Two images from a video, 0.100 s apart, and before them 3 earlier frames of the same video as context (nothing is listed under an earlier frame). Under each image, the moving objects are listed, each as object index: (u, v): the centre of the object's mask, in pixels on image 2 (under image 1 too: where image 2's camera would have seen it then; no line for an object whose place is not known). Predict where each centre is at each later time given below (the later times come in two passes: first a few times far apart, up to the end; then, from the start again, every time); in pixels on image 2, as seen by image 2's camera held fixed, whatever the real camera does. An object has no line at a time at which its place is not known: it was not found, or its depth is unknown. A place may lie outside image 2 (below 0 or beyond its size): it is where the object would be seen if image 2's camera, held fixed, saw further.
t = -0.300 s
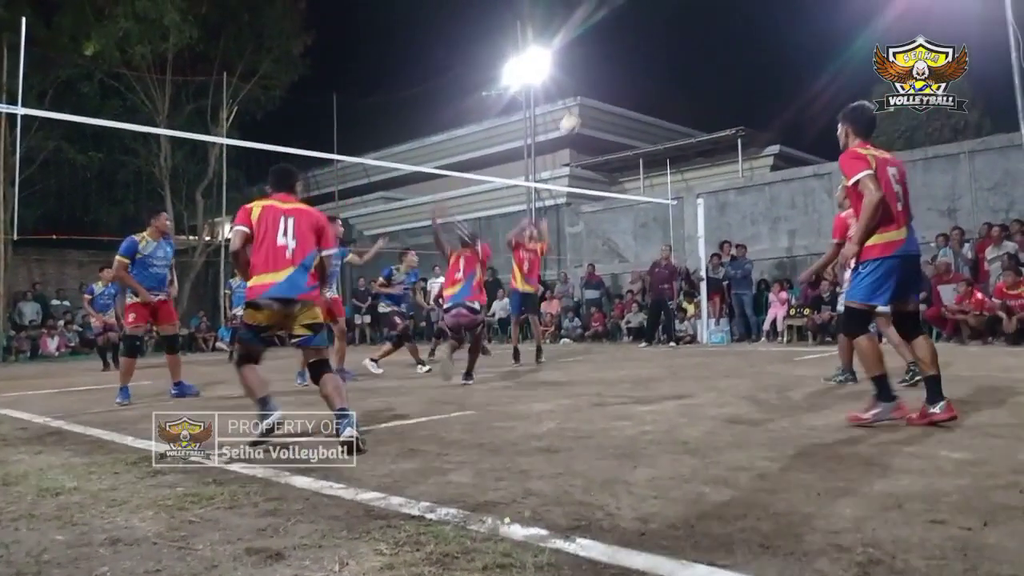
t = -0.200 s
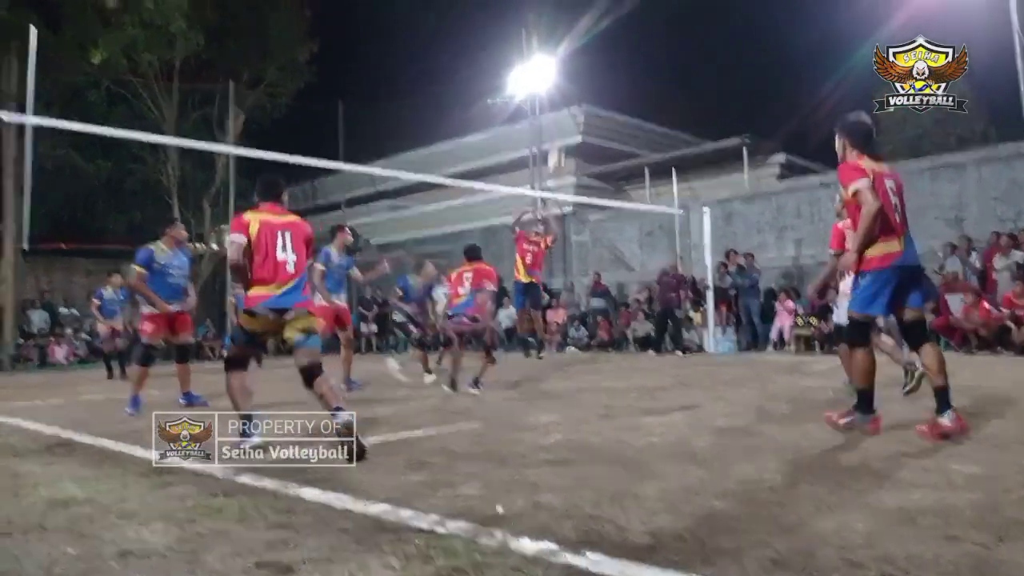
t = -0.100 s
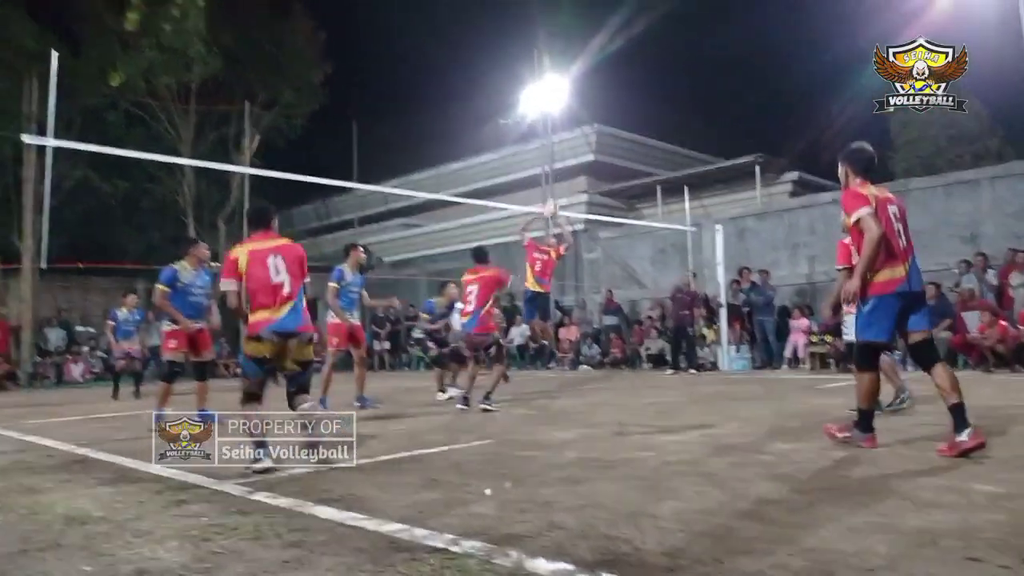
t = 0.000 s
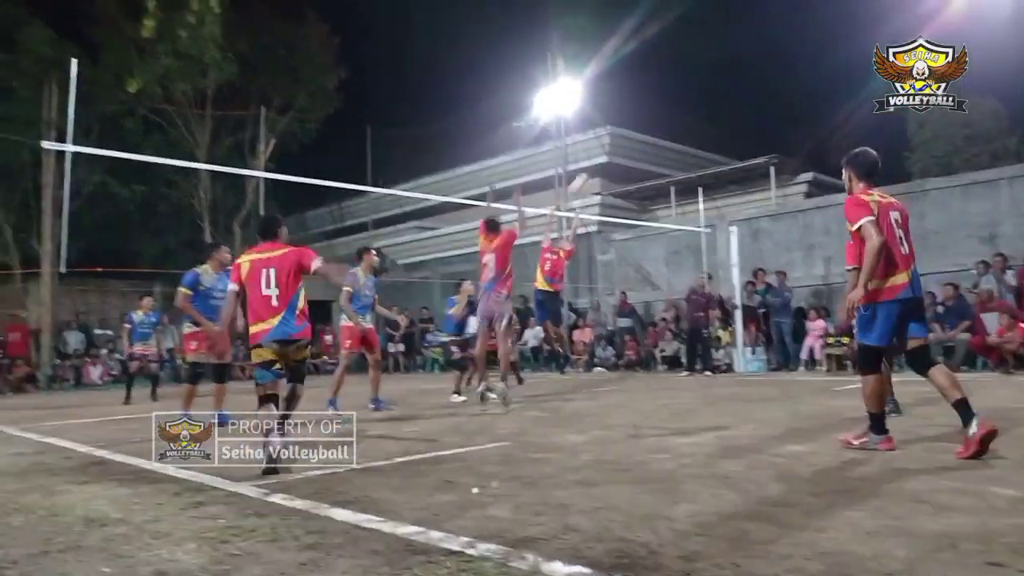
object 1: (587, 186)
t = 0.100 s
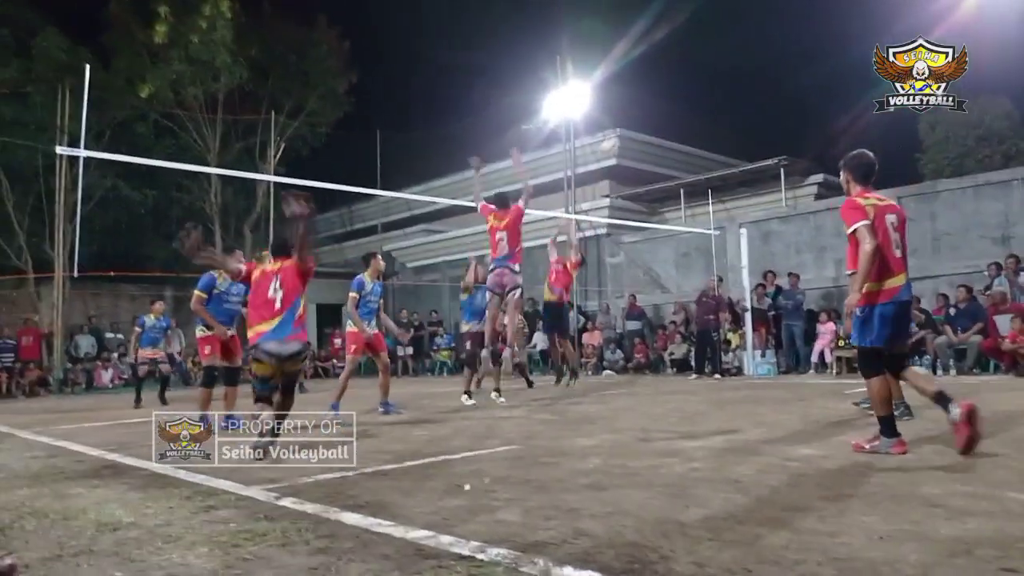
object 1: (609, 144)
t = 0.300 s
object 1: (649, 95)
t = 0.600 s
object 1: (707, 74)
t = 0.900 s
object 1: (766, 119)
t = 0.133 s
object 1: (616, 135)
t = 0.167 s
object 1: (623, 125)
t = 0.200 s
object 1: (629, 116)
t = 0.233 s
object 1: (636, 109)
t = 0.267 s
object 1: (643, 101)
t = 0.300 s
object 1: (649, 95)
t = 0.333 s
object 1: (655, 90)
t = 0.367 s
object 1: (663, 84)
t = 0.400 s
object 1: (668, 81)
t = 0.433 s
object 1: (675, 78)
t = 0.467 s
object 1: (682, 75)
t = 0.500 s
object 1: (688, 74)
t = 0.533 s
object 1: (695, 73)
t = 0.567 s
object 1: (702, 73)
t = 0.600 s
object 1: (707, 74)
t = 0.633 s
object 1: (715, 76)
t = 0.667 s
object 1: (721, 78)
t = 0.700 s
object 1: (727, 82)
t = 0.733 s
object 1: (734, 87)
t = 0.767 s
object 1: (740, 91)
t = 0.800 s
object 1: (747, 97)
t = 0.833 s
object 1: (753, 103)
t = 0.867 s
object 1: (759, 110)
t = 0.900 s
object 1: (766, 119)
